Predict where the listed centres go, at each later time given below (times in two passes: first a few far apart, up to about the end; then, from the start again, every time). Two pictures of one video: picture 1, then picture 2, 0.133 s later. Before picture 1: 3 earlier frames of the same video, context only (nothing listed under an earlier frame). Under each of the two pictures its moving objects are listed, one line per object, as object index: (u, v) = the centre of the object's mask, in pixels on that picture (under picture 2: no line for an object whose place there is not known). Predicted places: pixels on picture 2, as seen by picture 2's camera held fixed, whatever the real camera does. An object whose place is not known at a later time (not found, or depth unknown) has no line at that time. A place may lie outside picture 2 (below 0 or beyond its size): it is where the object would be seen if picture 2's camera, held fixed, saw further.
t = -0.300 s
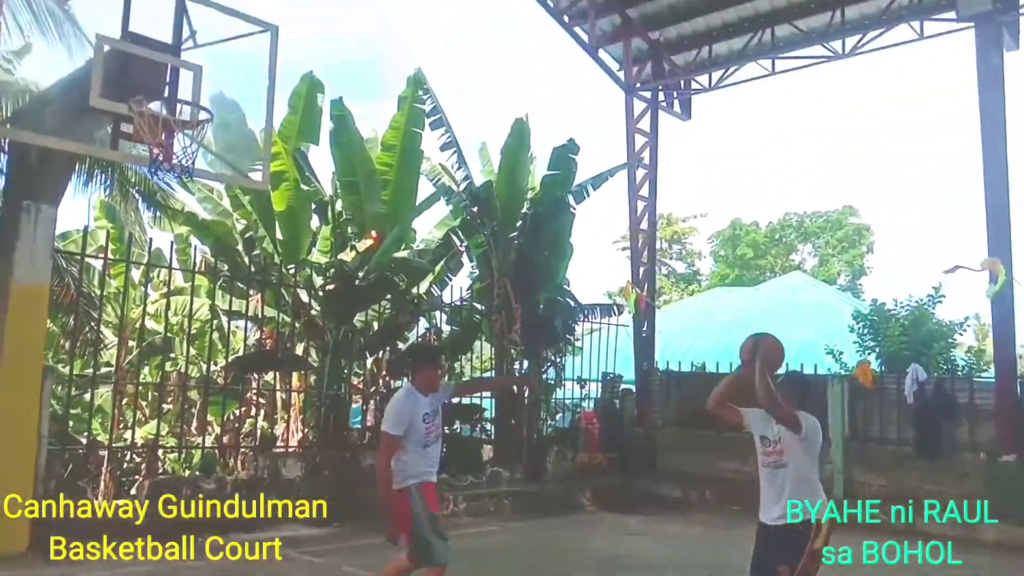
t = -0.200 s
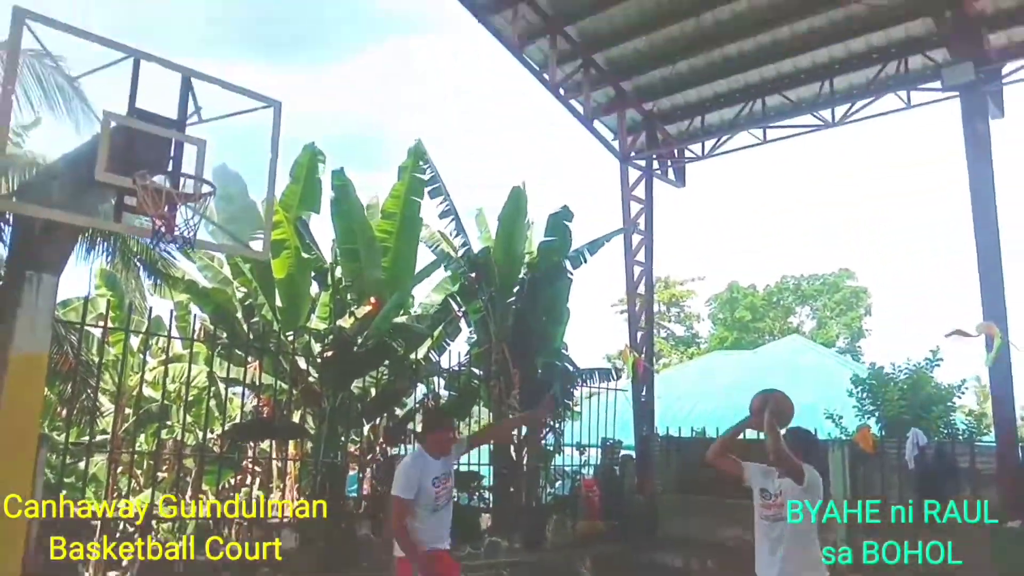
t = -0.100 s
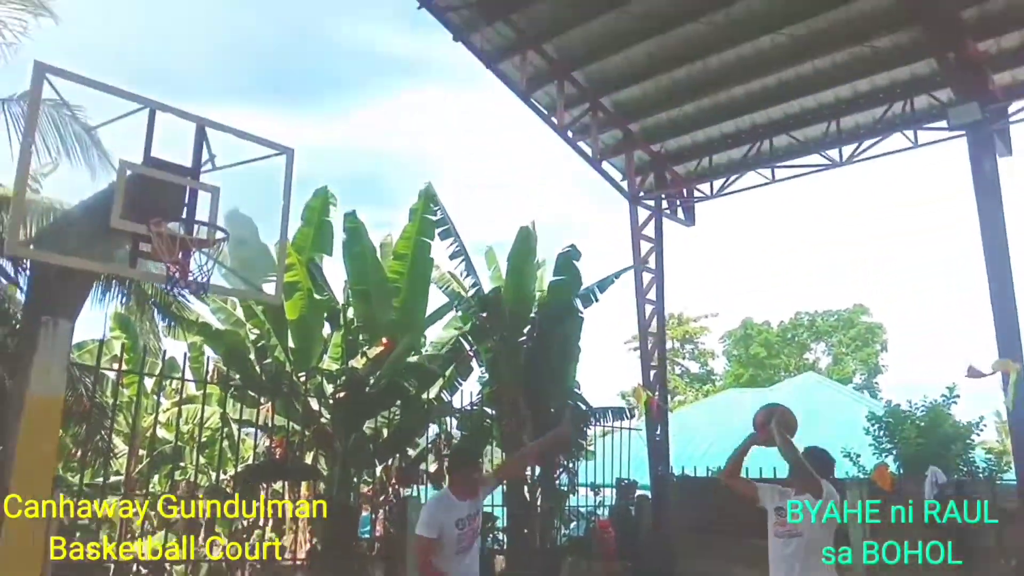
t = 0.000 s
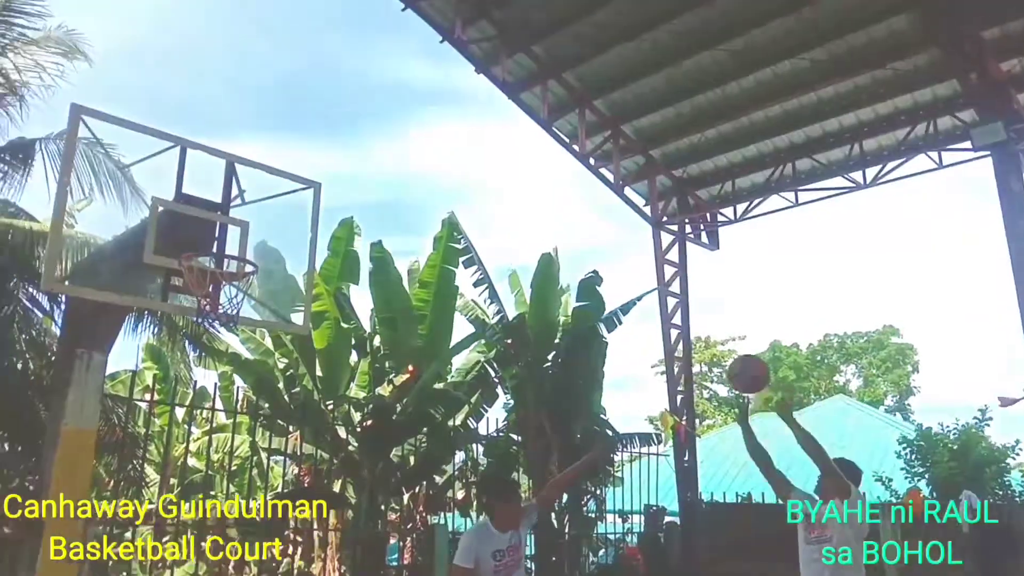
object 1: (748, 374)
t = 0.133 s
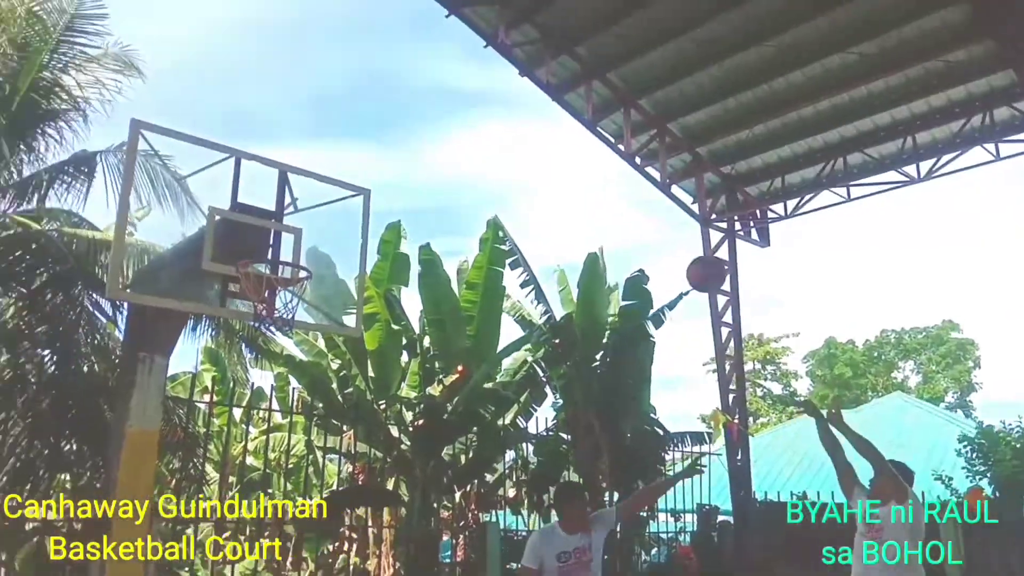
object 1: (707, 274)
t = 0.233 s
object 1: (642, 223)
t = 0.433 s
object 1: (531, 170)
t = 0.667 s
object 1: (409, 183)
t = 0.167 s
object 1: (684, 255)
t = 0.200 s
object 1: (663, 238)
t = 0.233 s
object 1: (642, 223)
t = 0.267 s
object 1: (623, 211)
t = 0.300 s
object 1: (605, 199)
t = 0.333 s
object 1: (587, 189)
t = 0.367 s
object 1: (568, 181)
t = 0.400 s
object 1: (550, 175)
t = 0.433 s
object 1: (531, 170)
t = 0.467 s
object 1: (513, 167)
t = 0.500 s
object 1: (495, 165)
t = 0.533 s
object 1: (478, 166)
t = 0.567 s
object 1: (461, 168)
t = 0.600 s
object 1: (444, 172)
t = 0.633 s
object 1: (426, 177)
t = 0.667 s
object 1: (409, 183)
